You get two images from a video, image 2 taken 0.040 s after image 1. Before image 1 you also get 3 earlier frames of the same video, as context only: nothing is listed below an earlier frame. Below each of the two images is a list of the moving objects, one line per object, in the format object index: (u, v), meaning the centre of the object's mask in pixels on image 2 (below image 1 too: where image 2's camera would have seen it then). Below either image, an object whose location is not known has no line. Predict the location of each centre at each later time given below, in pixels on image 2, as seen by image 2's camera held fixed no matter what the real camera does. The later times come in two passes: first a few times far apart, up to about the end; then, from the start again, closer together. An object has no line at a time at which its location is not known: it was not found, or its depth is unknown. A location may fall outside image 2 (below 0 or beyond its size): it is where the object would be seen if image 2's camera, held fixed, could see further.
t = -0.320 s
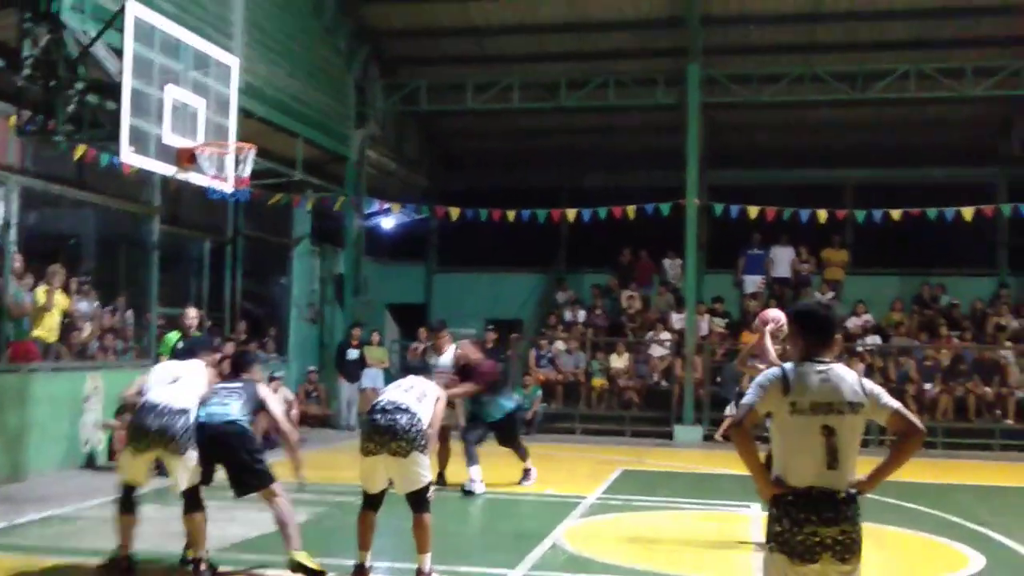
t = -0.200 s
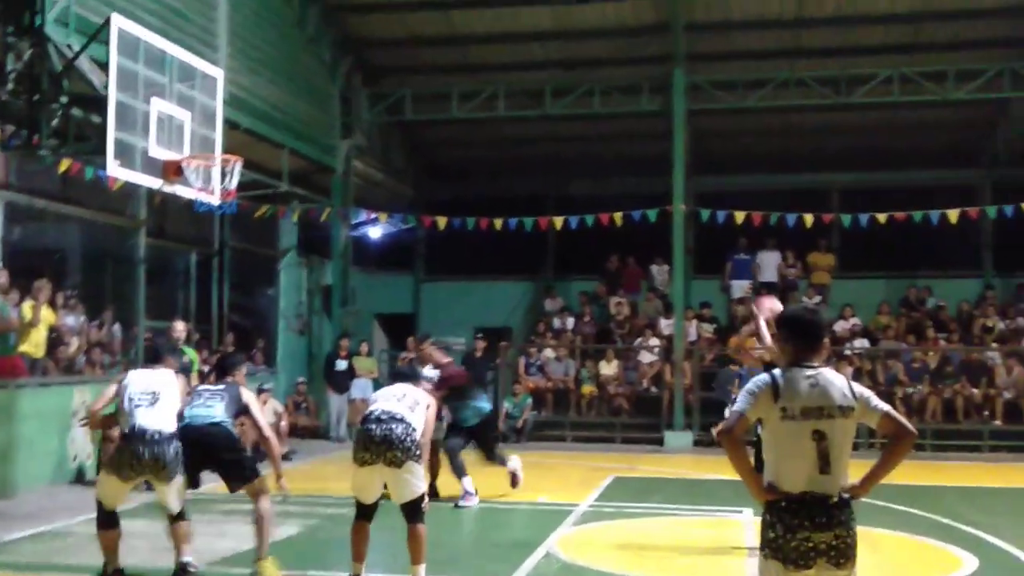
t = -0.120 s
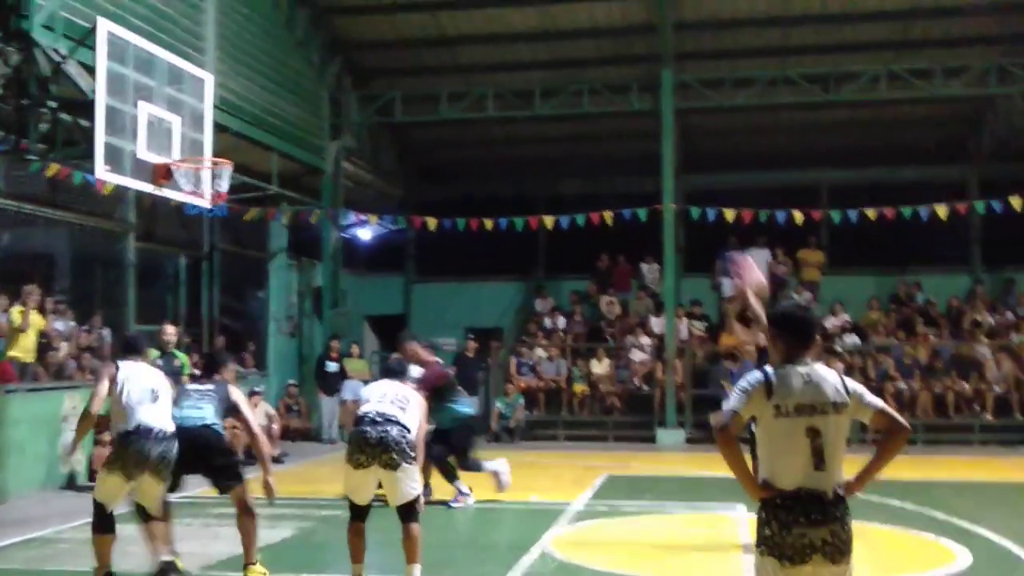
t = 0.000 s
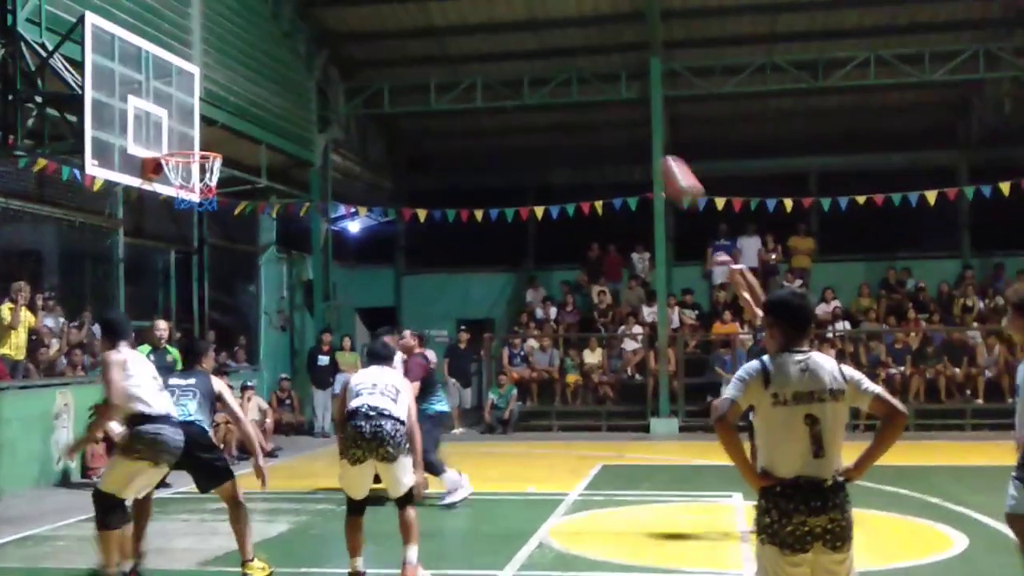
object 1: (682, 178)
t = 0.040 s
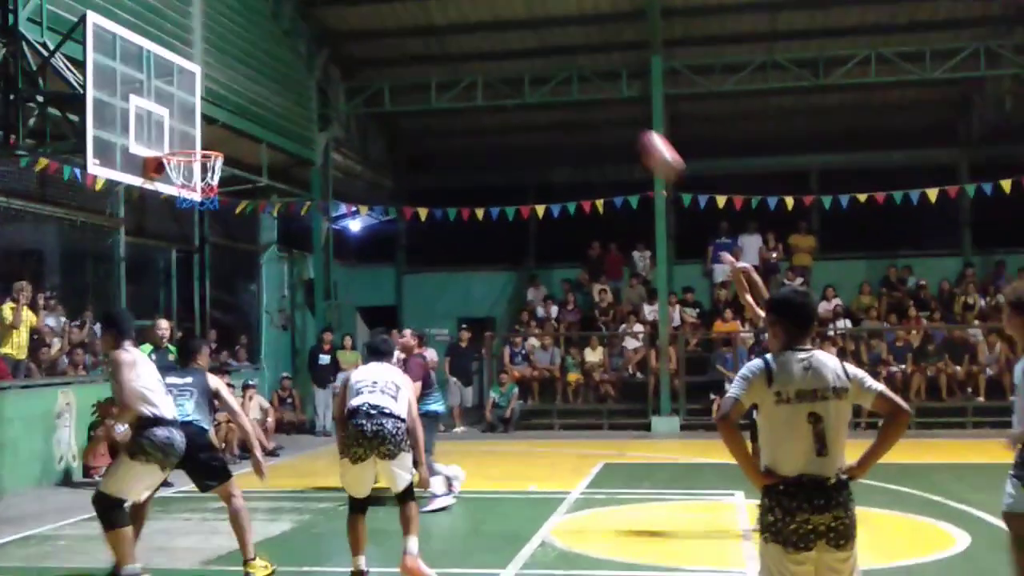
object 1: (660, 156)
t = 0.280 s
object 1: (536, 54)
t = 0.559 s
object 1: (405, 27)
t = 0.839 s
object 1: (276, 94)
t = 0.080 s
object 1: (638, 133)
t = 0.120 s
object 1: (618, 114)
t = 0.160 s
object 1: (597, 95)
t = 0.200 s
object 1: (576, 79)
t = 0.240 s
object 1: (556, 65)
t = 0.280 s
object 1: (536, 54)
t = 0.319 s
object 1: (516, 44)
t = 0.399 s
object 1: (477, 31)
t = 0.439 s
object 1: (459, 27)
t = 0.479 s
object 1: (440, 25)
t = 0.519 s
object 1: (421, 25)
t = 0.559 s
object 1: (405, 27)
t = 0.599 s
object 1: (386, 31)
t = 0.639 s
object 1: (367, 37)
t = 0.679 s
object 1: (349, 45)
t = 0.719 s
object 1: (332, 53)
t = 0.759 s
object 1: (313, 65)
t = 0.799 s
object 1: (294, 78)
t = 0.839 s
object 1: (276, 94)
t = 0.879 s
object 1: (261, 108)
